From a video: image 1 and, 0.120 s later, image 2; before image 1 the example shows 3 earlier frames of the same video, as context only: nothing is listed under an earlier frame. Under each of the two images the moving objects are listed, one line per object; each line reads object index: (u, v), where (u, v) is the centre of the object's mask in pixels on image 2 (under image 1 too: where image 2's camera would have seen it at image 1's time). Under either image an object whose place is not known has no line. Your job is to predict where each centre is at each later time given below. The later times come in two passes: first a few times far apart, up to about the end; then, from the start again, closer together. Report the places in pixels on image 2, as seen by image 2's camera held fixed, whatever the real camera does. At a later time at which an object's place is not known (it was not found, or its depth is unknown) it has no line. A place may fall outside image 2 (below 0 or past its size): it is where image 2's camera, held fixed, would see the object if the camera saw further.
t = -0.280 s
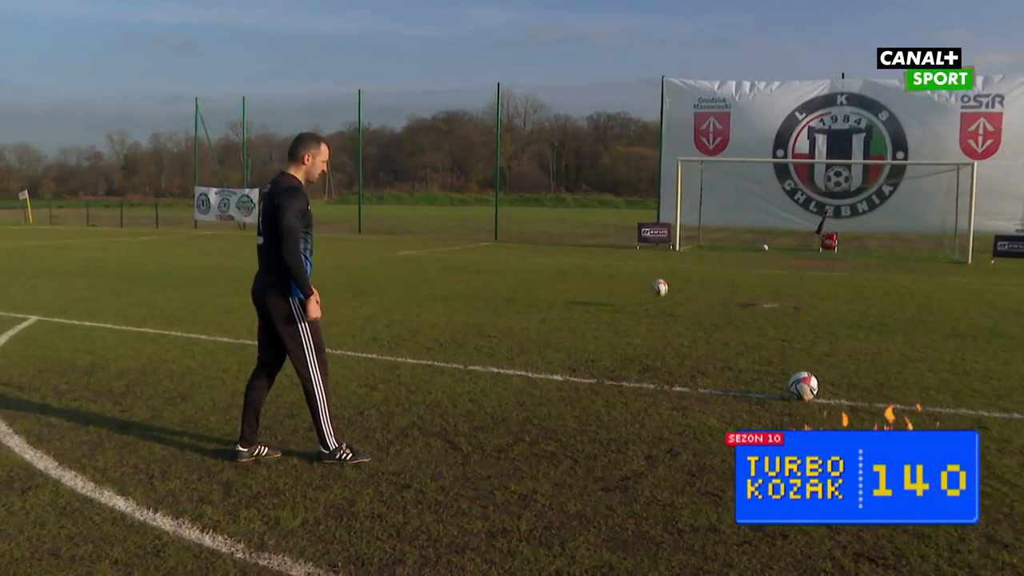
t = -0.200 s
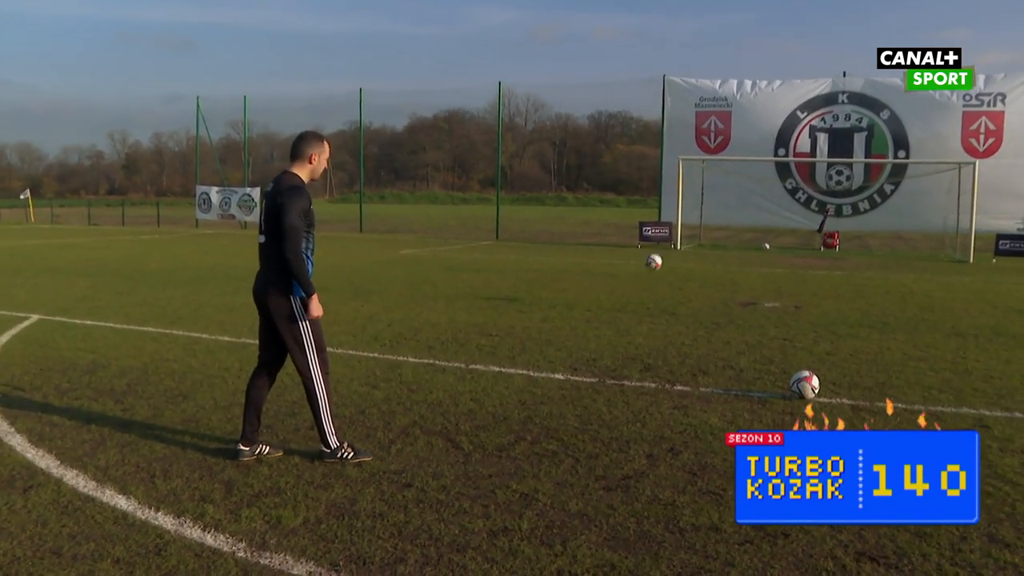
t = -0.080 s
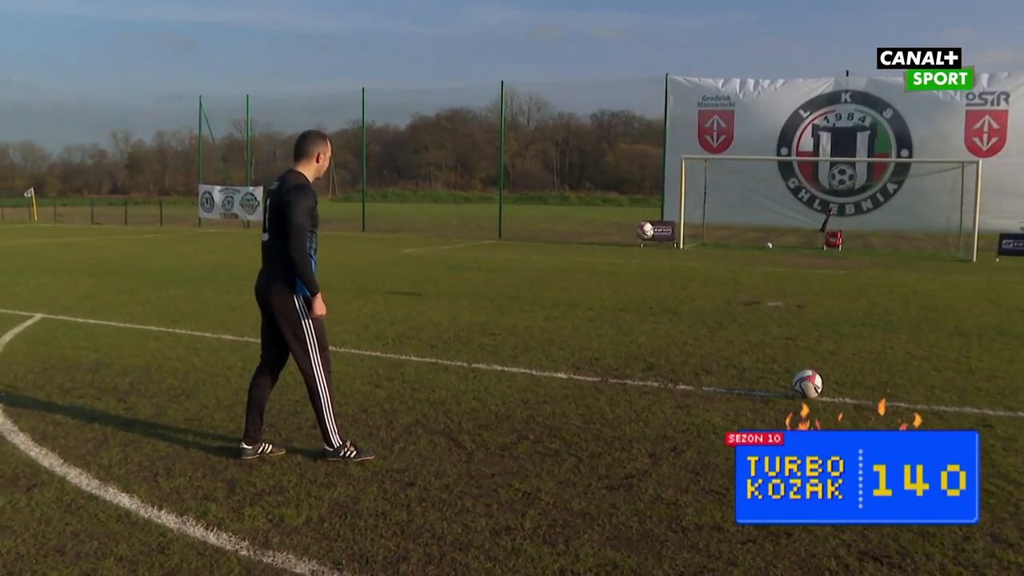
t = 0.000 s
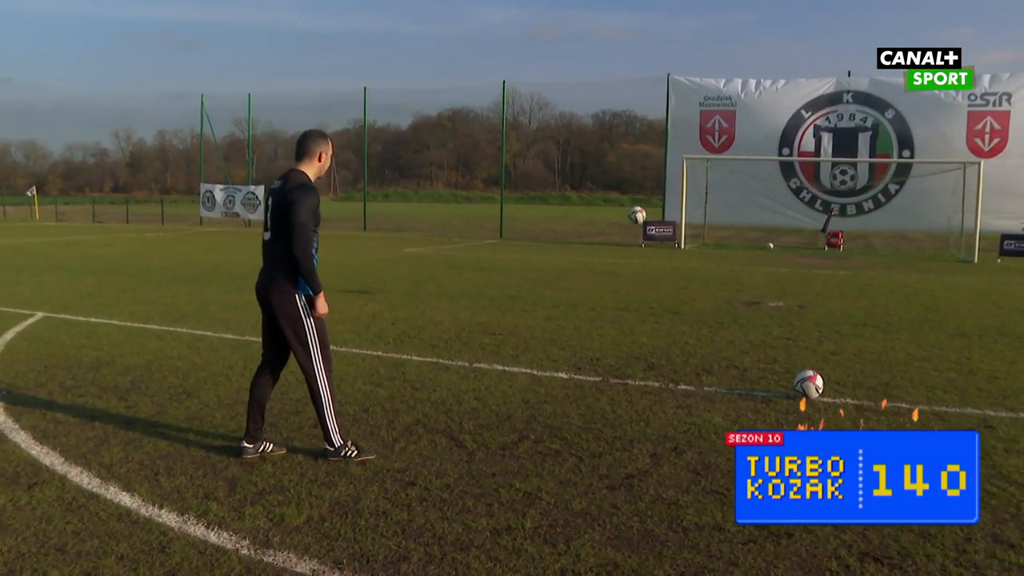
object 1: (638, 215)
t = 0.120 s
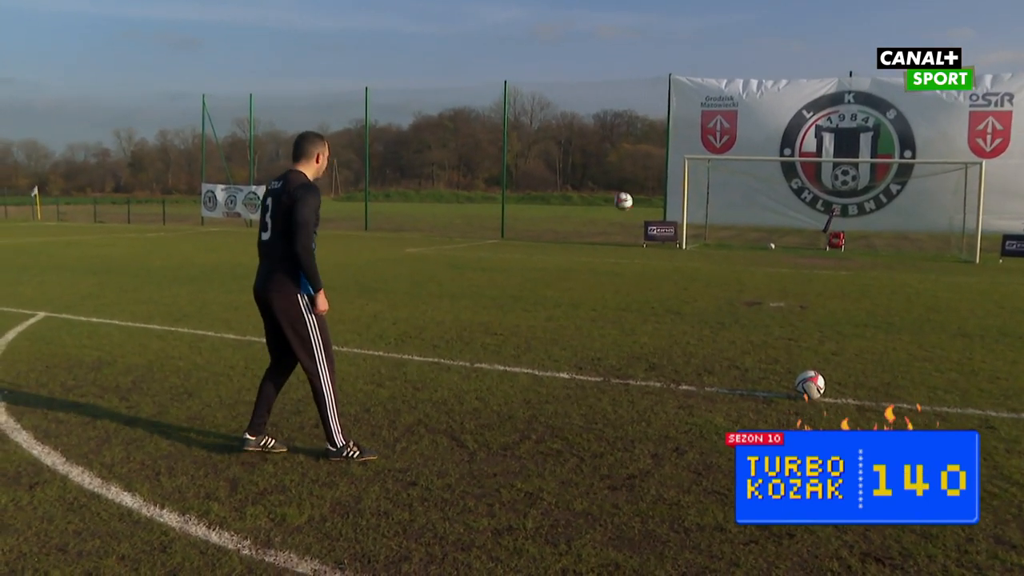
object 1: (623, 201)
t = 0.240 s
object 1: (608, 199)
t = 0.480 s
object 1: (572, 232)
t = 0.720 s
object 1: (529, 324)
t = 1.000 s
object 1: (477, 265)
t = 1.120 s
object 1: (452, 258)
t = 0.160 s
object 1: (619, 199)
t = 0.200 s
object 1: (614, 198)
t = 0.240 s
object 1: (608, 199)
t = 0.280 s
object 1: (602, 200)
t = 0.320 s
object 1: (596, 204)
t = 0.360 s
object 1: (590, 208)
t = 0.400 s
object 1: (584, 214)
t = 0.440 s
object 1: (578, 223)
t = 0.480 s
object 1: (572, 232)
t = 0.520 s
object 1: (565, 243)
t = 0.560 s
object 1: (558, 255)
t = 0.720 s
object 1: (529, 324)
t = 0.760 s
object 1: (522, 319)
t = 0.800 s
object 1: (515, 307)
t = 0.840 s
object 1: (508, 296)
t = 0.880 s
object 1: (501, 286)
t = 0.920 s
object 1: (493, 277)
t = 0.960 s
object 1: (486, 270)
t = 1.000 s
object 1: (477, 265)
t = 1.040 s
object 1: (469, 261)
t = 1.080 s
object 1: (460, 258)
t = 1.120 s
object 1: (452, 258)
